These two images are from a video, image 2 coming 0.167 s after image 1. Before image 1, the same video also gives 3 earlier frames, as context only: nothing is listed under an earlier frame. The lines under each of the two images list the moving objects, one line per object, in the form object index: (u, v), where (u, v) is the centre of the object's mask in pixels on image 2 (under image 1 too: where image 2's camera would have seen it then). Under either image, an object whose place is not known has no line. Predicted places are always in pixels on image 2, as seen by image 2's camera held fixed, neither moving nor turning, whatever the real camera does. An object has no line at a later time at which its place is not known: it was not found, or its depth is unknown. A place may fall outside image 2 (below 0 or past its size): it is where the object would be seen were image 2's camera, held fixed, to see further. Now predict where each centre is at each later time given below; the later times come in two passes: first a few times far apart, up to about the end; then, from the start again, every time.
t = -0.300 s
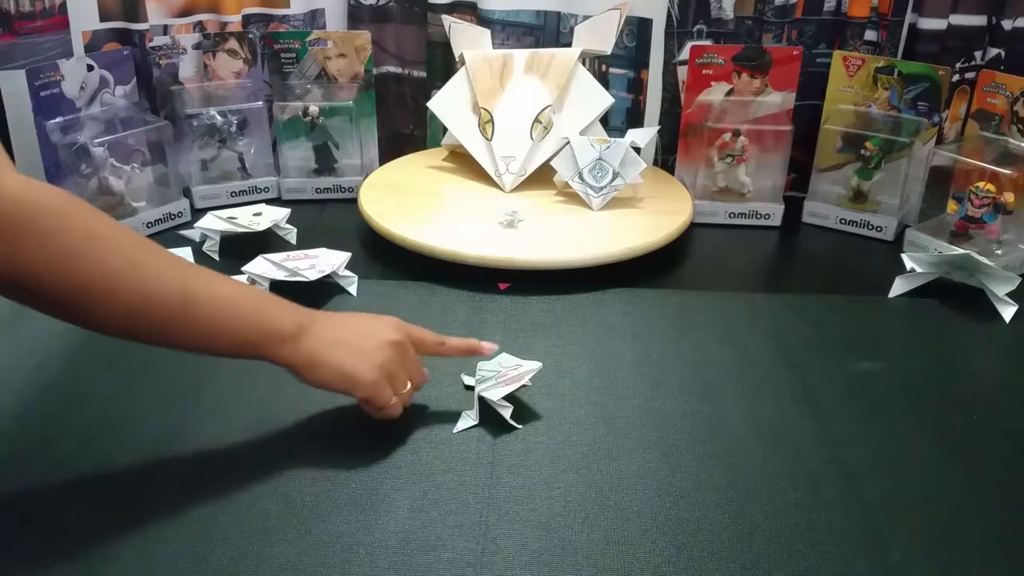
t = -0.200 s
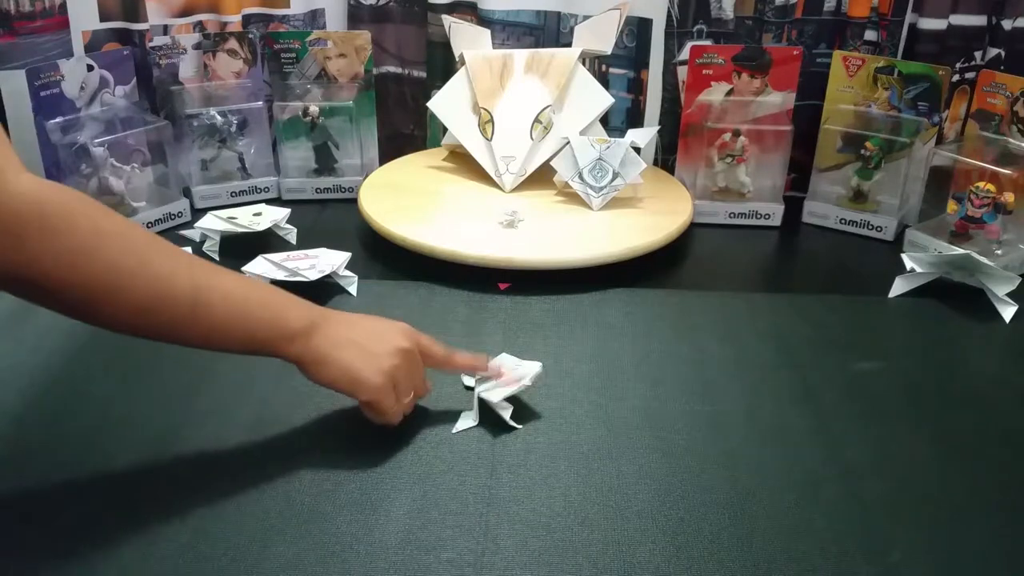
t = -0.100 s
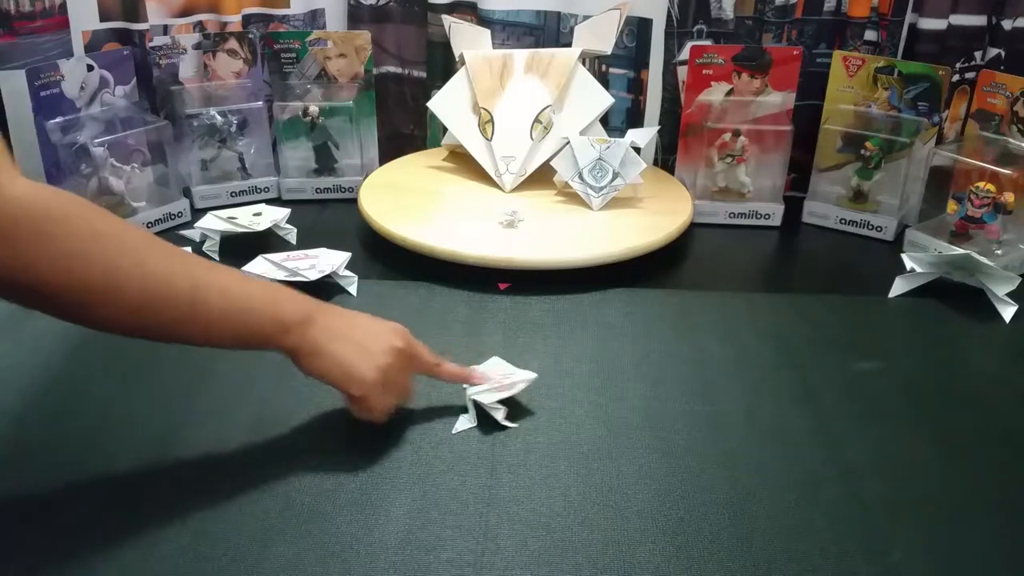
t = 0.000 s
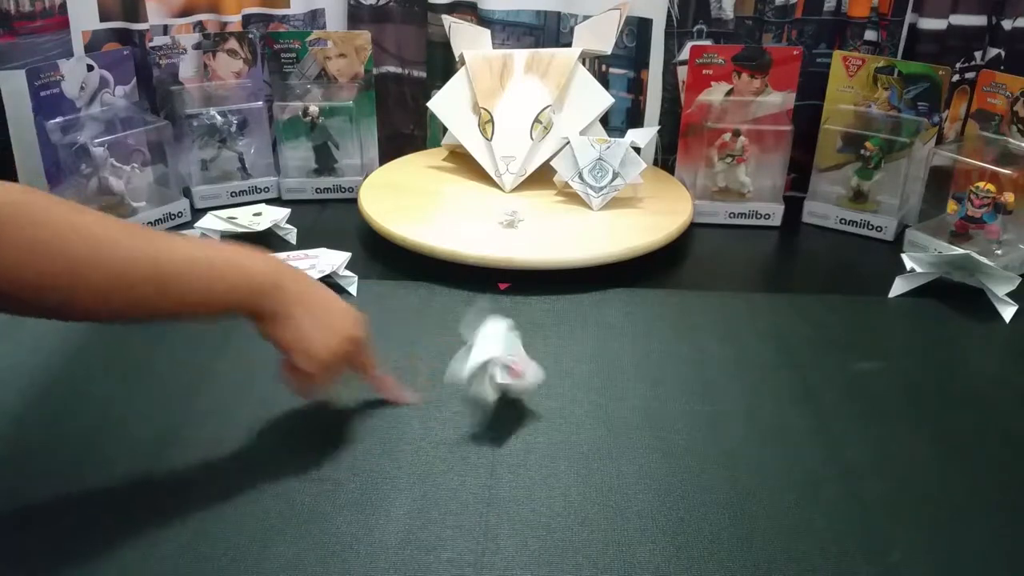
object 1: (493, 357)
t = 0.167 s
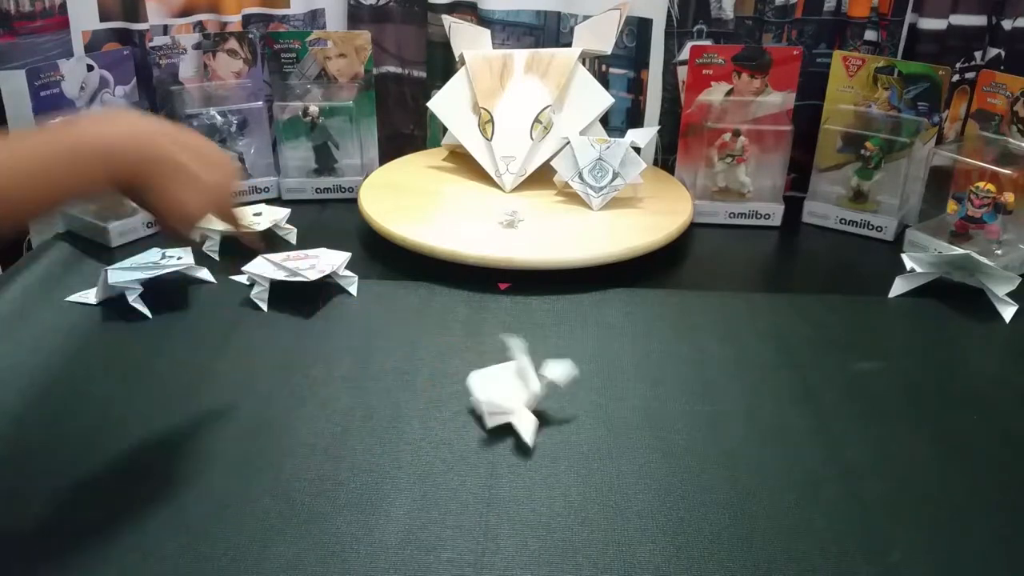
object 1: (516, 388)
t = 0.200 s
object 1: (506, 389)
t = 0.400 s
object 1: (505, 397)
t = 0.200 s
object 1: (506, 389)
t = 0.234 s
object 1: (509, 390)
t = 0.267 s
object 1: (505, 396)
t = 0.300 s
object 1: (506, 397)
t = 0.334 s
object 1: (506, 397)
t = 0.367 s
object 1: (505, 397)
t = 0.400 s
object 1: (505, 397)
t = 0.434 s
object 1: (505, 398)
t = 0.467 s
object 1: (505, 397)
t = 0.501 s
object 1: (505, 398)
